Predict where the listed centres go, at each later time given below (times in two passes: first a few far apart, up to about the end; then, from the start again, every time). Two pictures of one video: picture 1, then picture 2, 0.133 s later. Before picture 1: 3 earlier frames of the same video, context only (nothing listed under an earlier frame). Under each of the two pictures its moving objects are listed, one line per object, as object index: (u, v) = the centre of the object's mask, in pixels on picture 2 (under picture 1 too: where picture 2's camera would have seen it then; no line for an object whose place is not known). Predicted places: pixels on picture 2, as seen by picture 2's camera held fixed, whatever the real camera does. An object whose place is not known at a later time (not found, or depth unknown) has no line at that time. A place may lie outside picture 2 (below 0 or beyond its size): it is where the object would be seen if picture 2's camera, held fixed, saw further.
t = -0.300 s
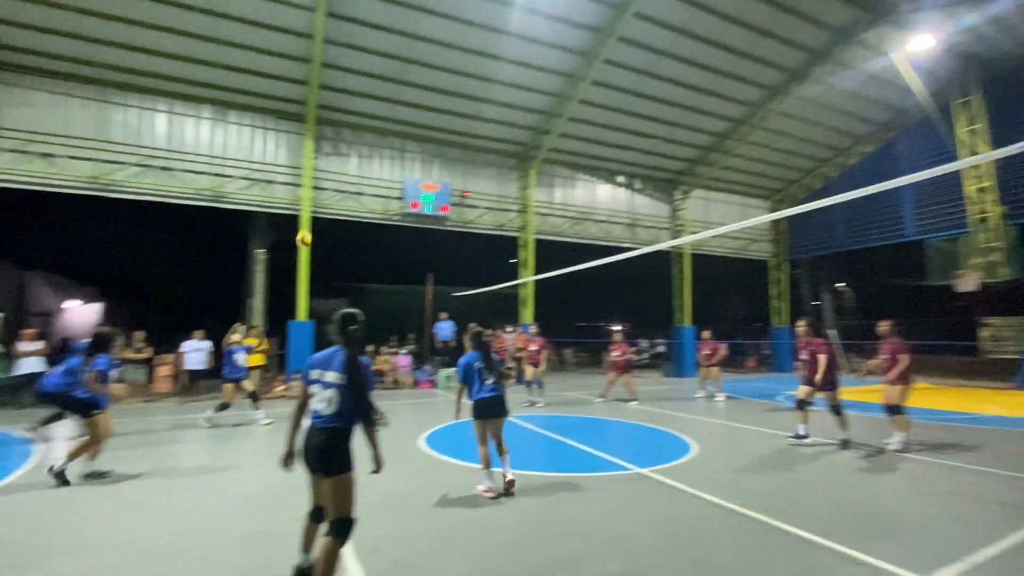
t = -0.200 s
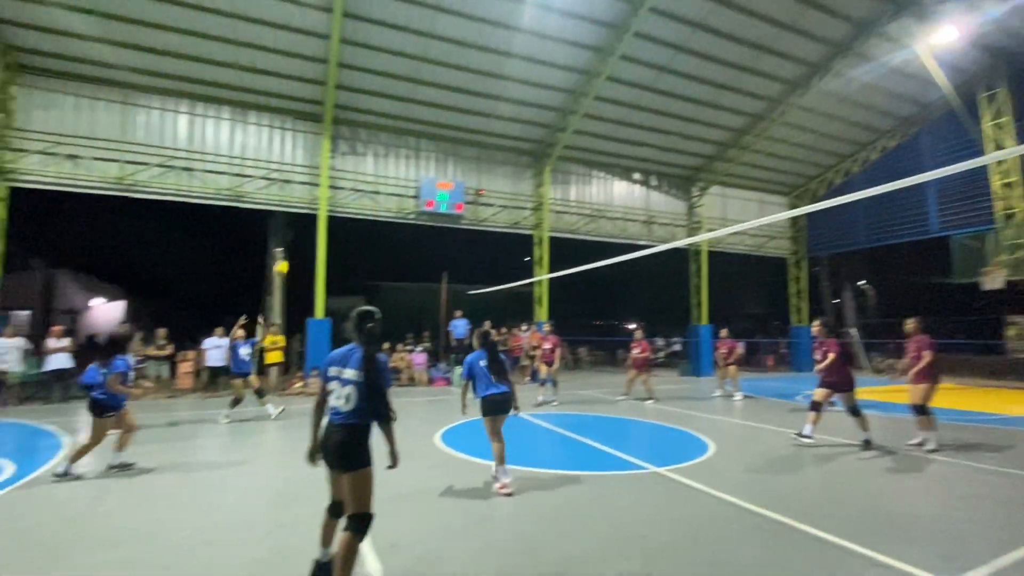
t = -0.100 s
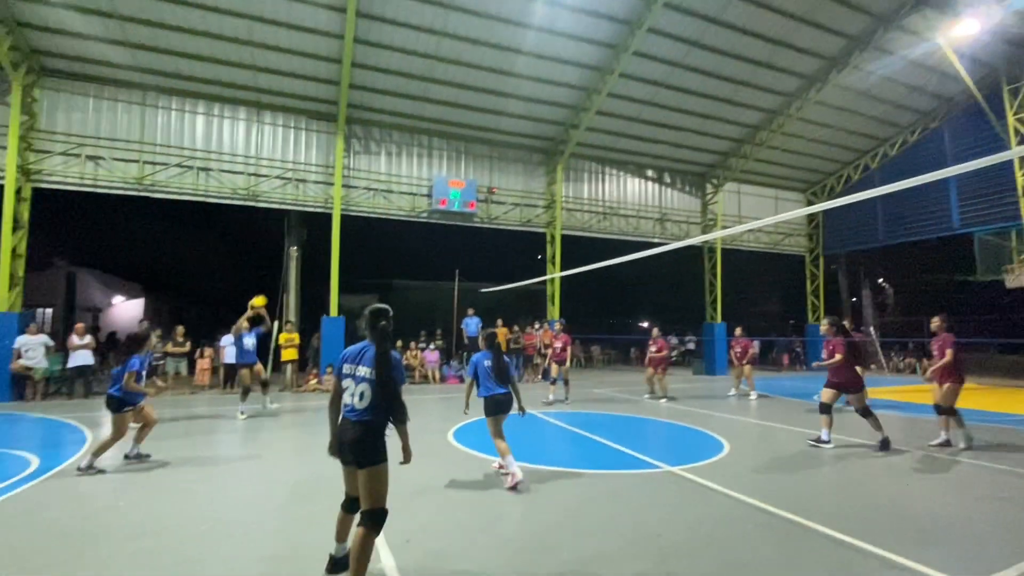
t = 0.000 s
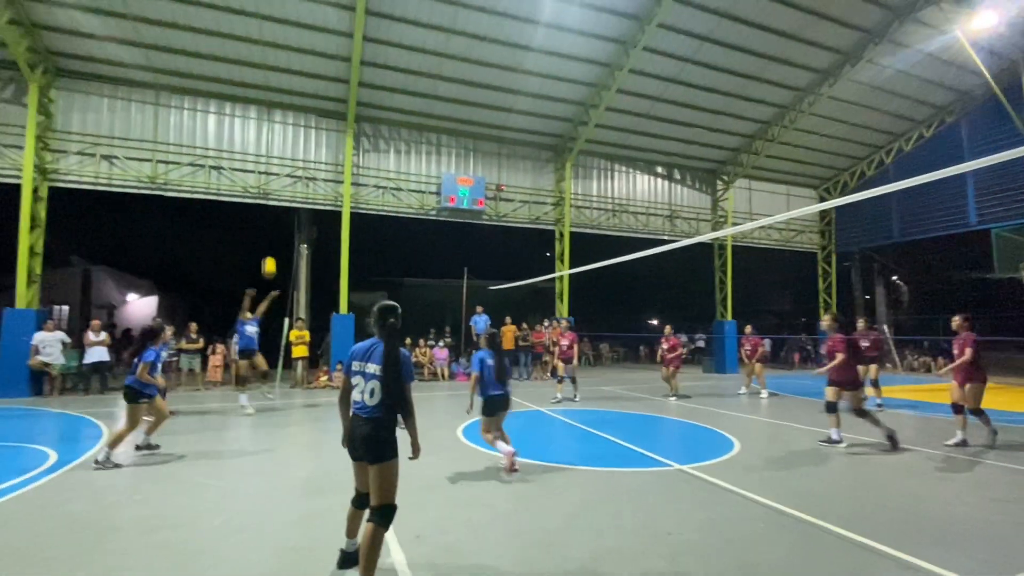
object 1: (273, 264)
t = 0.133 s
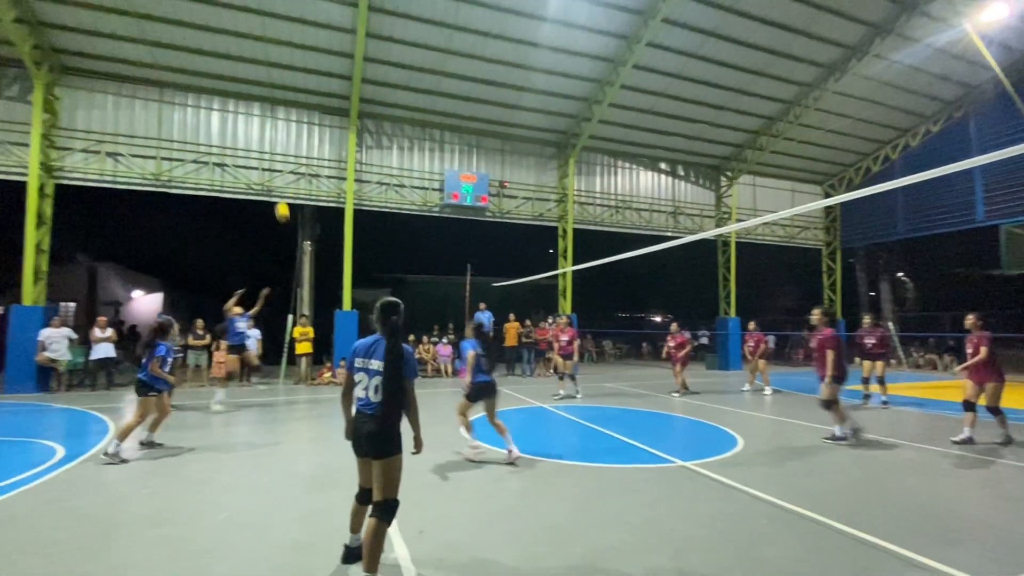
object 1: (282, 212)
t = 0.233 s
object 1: (290, 177)
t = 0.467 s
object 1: (306, 122)
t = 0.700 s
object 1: (323, 103)
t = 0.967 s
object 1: (342, 122)
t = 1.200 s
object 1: (360, 180)
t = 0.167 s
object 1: (285, 201)
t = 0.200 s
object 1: (287, 186)
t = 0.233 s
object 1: (290, 177)
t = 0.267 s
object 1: (292, 168)
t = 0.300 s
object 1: (295, 158)
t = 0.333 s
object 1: (297, 150)
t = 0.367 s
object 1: (299, 142)
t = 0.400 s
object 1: (302, 135)
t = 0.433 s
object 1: (304, 128)
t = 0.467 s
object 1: (306, 122)
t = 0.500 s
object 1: (309, 118)
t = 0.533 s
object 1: (311, 114)
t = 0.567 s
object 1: (314, 111)
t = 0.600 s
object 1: (316, 107)
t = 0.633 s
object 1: (318, 105)
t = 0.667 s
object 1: (321, 104)
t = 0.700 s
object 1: (323, 103)
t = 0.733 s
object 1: (325, 103)
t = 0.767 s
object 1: (328, 103)
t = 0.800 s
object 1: (330, 105)
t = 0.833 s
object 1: (332, 107)
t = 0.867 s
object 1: (335, 109)
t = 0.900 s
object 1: (338, 112)
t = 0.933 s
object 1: (340, 117)
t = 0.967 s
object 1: (342, 122)
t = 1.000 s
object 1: (345, 127)
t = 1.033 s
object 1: (347, 134)
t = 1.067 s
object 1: (350, 143)
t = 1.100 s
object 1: (352, 150)
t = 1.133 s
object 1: (355, 159)
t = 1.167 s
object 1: (359, 170)
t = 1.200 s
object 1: (360, 180)
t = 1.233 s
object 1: (363, 196)
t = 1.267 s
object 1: (366, 213)
